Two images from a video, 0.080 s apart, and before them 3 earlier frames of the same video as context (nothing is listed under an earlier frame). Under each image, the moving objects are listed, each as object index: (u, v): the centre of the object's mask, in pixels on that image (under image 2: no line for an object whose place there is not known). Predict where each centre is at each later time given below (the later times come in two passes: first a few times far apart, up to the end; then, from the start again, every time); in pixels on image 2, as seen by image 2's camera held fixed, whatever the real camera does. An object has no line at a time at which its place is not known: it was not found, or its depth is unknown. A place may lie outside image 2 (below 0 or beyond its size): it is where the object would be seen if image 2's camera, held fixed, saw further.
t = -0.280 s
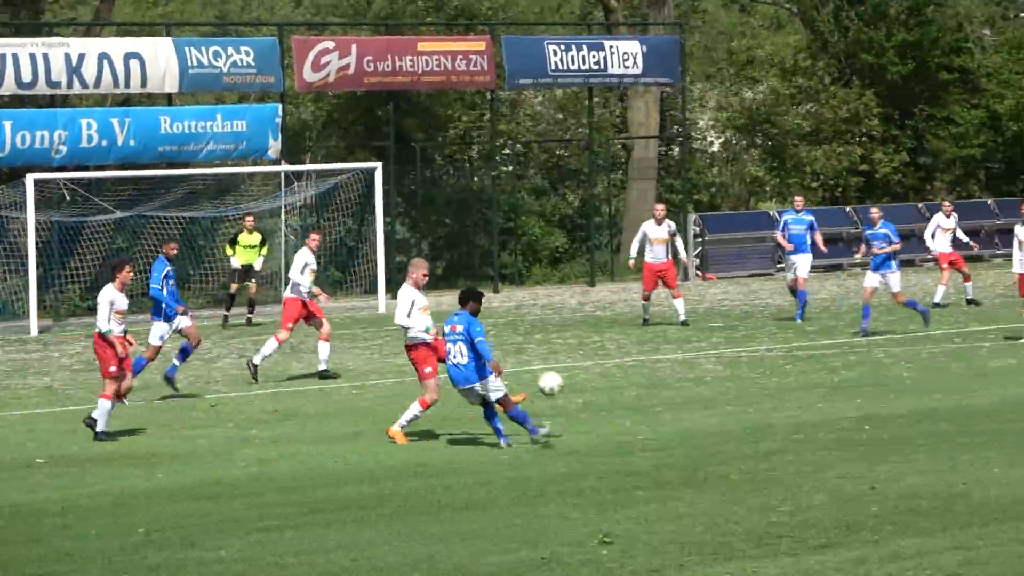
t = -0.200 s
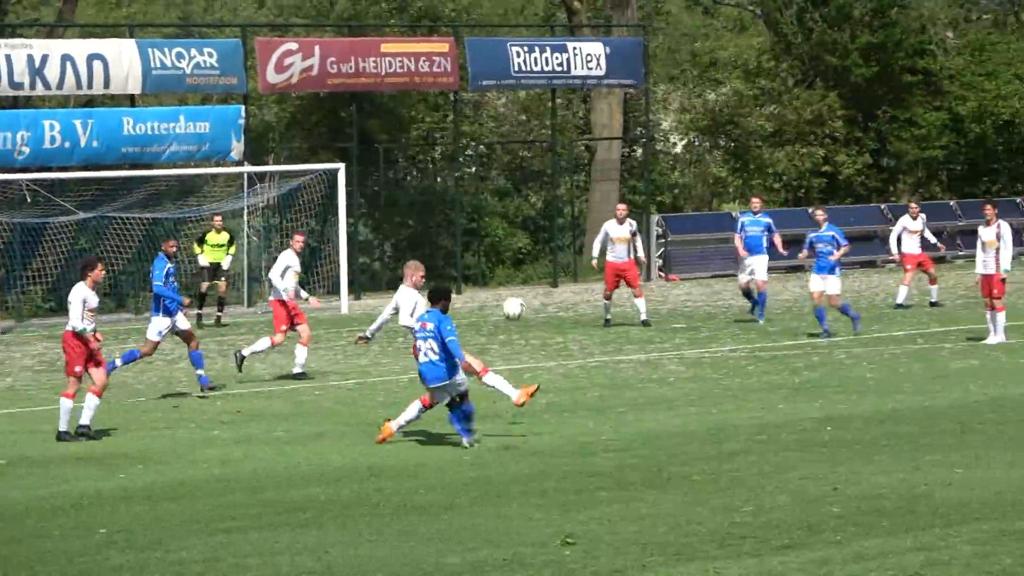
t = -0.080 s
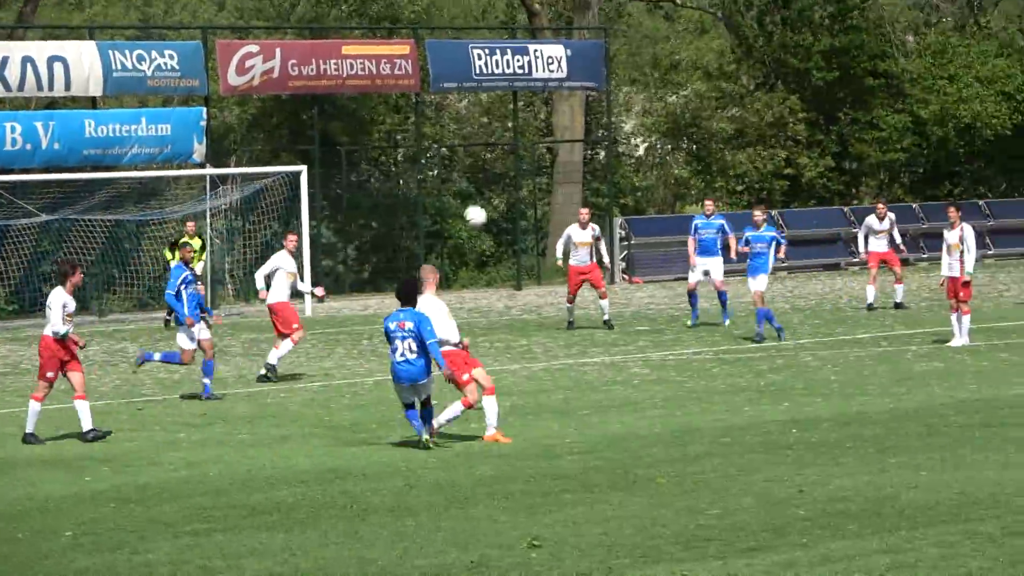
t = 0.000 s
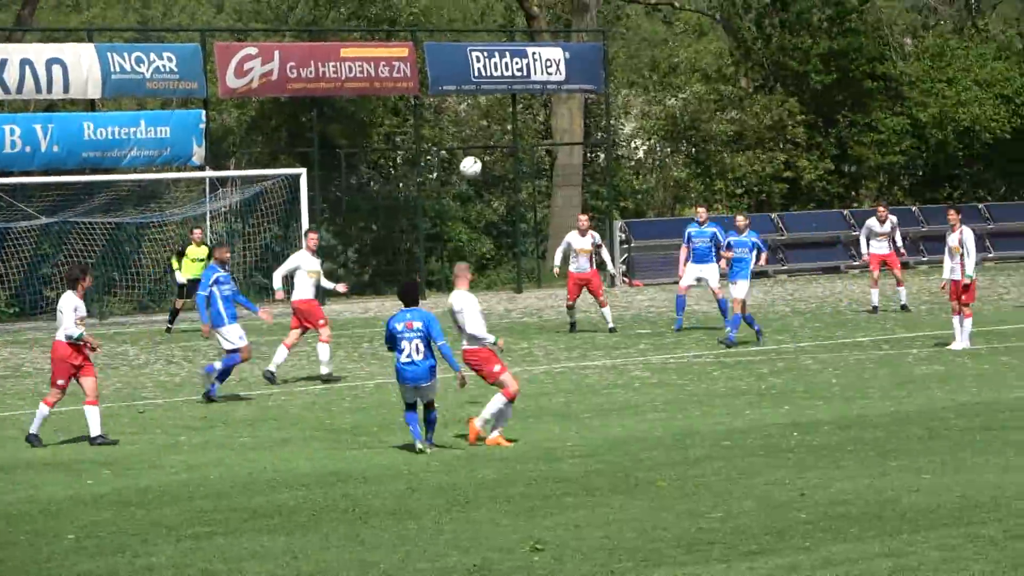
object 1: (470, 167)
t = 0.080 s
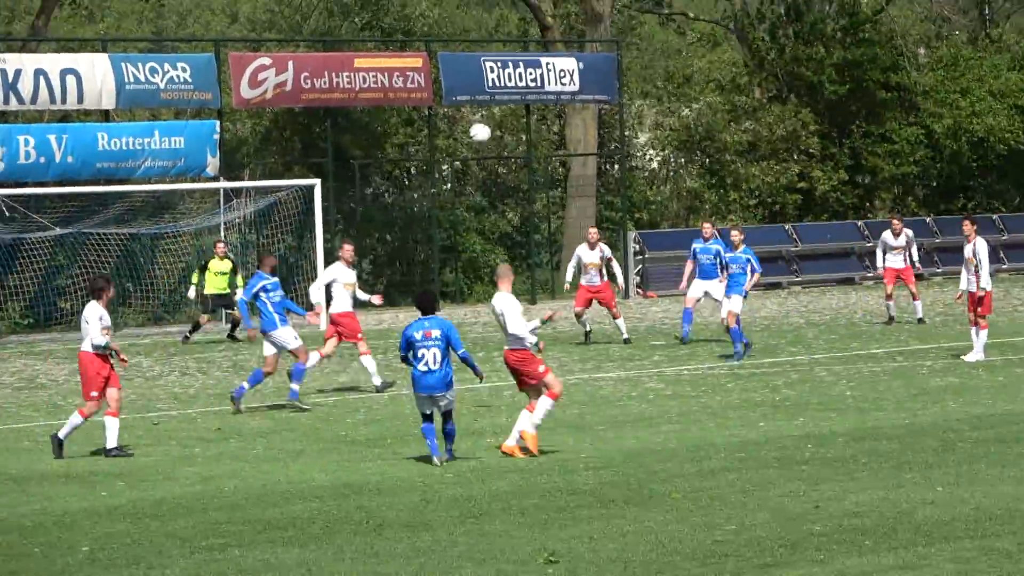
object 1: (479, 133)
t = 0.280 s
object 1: (465, 52)
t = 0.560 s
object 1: (438, 0)
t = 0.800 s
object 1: (408, -6)
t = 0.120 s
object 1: (478, 114)
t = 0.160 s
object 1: (474, 96)
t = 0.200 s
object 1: (471, 81)
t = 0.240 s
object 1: (469, 65)
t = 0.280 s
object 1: (465, 52)
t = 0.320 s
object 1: (461, 41)
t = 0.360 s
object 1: (456, 32)
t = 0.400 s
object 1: (454, 21)
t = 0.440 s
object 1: (449, 13)
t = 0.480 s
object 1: (444, 9)
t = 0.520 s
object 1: (442, 4)
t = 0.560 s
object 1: (438, 0)
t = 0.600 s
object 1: (433, -3)
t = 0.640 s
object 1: (430, -7)
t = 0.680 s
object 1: (424, -7)
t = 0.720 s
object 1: (419, -6)
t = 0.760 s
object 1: (414, -5)
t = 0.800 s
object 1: (408, -6)
